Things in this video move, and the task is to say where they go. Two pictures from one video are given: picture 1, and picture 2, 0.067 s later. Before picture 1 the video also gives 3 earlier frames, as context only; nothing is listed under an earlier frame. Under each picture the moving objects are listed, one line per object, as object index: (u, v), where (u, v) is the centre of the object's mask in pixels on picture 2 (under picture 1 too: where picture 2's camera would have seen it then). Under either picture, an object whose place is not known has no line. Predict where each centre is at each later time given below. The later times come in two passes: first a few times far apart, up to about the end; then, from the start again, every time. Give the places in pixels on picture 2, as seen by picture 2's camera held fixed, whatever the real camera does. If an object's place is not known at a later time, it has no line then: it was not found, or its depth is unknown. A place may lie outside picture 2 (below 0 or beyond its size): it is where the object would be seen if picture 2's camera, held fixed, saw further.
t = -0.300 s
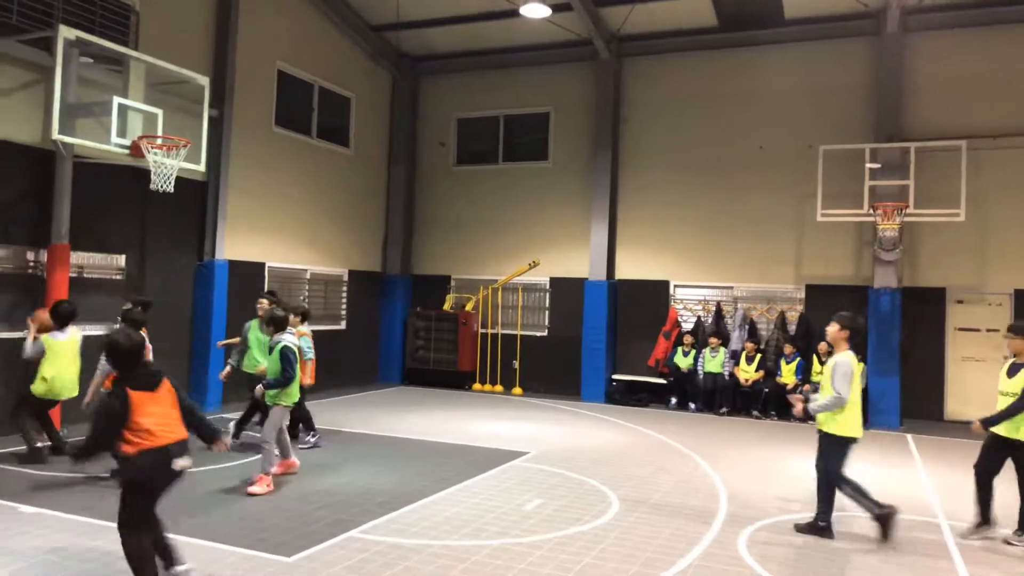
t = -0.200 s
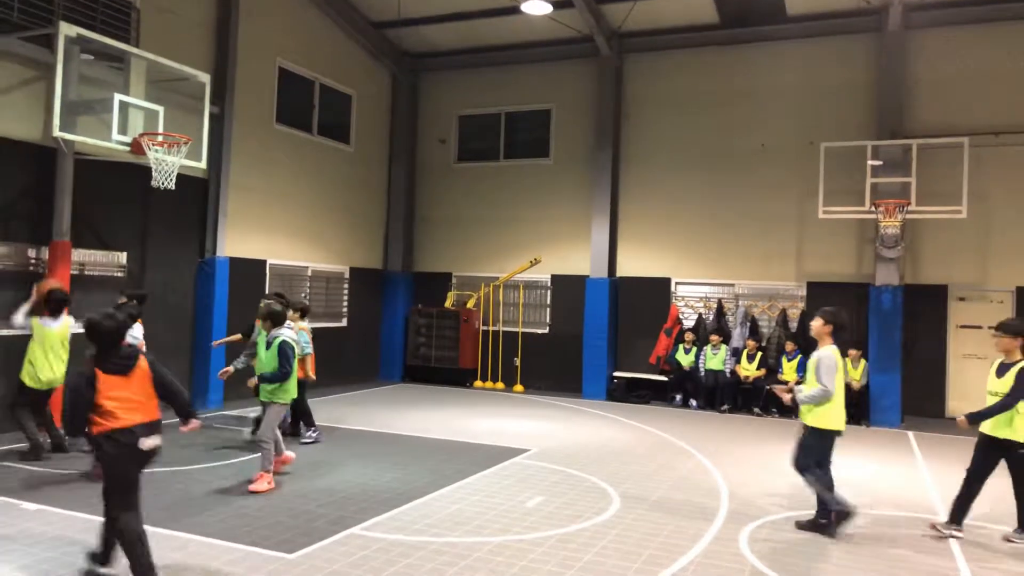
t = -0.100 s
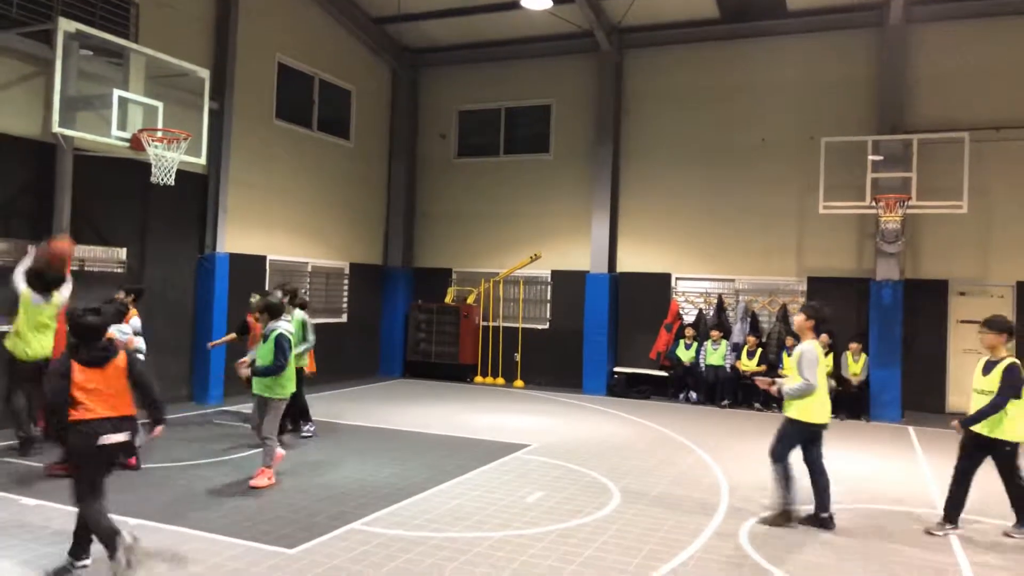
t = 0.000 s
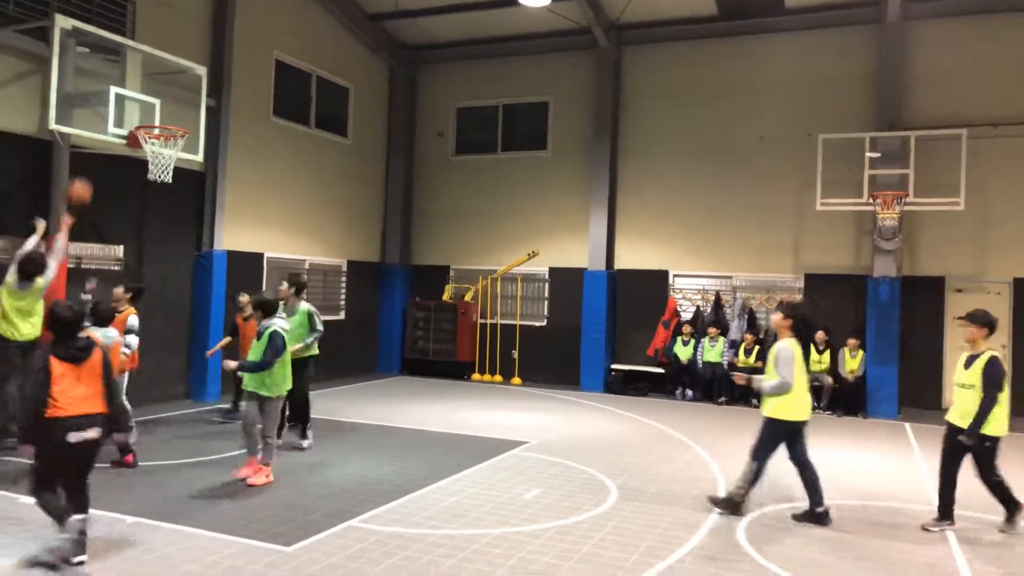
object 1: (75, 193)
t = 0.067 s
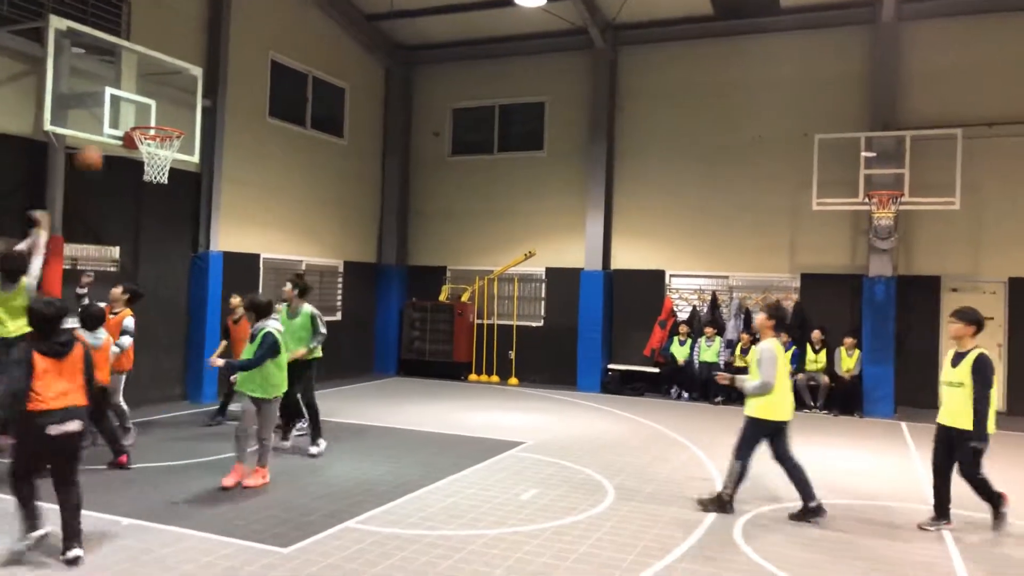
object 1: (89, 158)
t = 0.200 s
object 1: (121, 104)
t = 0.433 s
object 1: (171, 56)
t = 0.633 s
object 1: (210, 59)
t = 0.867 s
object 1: (249, 111)
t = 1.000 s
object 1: (269, 163)
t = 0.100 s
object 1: (98, 142)
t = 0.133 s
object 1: (106, 128)
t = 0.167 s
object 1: (113, 115)
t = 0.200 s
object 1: (121, 104)
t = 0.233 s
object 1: (129, 93)
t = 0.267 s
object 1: (137, 83)
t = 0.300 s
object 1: (143, 76)
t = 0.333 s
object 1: (150, 70)
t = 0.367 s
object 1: (156, 63)
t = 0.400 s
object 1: (164, 60)
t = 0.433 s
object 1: (171, 56)
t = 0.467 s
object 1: (178, 54)
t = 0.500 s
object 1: (184, 53)
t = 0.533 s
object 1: (191, 53)
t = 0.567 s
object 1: (197, 54)
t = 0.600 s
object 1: (203, 56)
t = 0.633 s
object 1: (210, 59)
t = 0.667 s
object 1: (216, 64)
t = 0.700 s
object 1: (222, 68)
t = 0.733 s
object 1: (227, 74)
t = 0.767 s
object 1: (233, 82)
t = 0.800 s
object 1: (239, 91)
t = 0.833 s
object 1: (244, 100)
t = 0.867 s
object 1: (249, 111)
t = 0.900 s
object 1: (253, 123)
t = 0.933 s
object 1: (259, 136)
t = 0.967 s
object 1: (265, 149)
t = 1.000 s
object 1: (269, 163)
